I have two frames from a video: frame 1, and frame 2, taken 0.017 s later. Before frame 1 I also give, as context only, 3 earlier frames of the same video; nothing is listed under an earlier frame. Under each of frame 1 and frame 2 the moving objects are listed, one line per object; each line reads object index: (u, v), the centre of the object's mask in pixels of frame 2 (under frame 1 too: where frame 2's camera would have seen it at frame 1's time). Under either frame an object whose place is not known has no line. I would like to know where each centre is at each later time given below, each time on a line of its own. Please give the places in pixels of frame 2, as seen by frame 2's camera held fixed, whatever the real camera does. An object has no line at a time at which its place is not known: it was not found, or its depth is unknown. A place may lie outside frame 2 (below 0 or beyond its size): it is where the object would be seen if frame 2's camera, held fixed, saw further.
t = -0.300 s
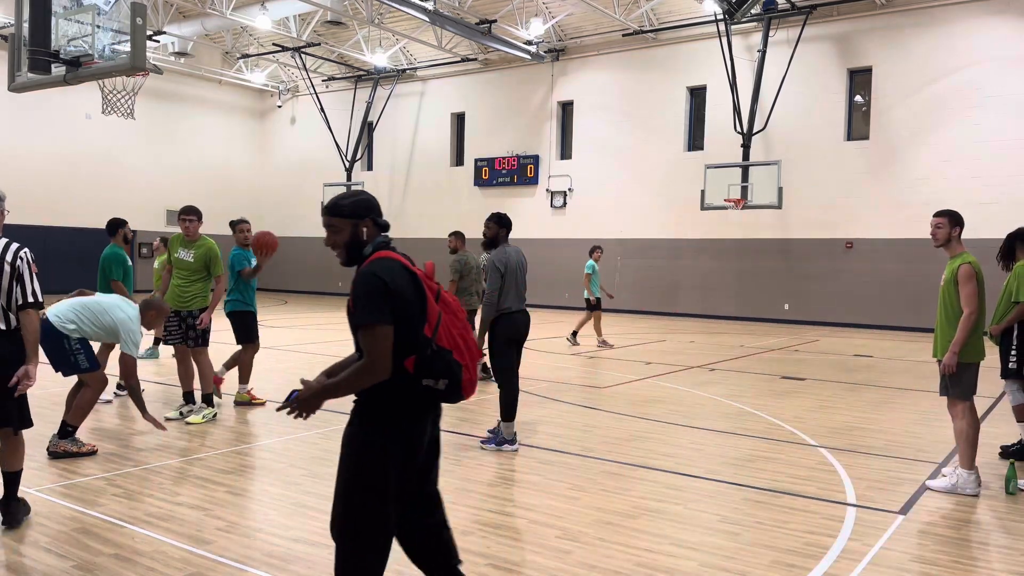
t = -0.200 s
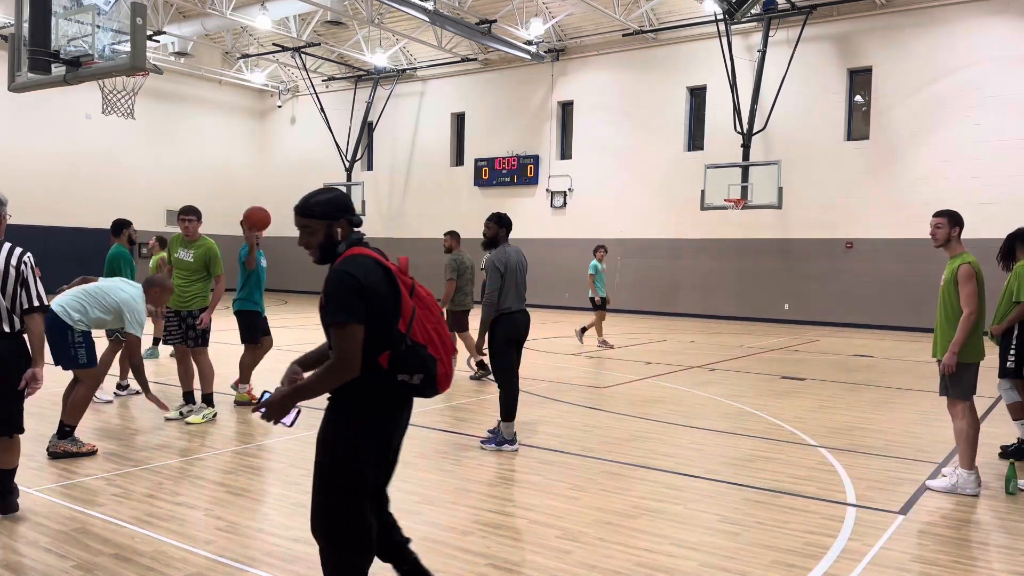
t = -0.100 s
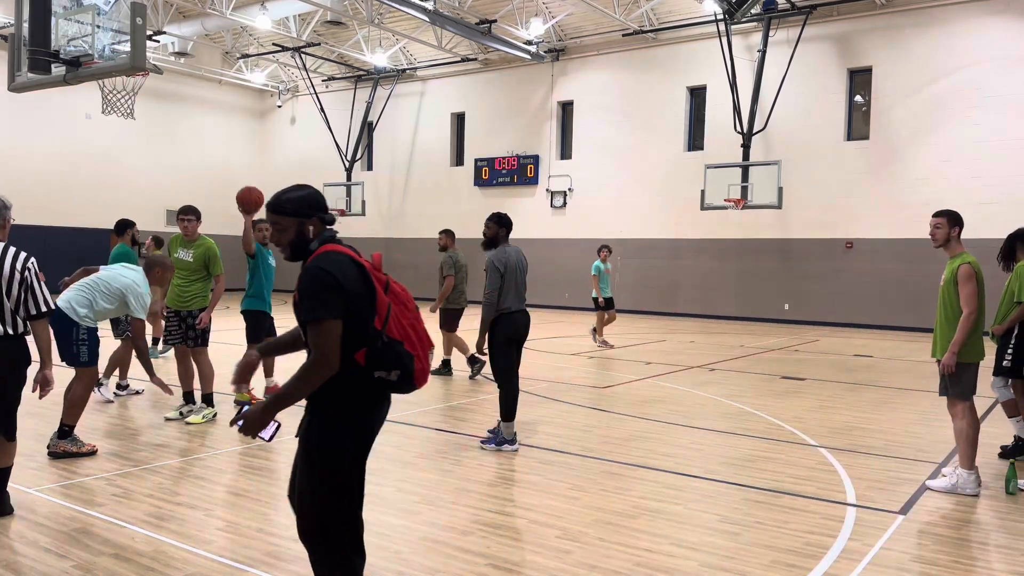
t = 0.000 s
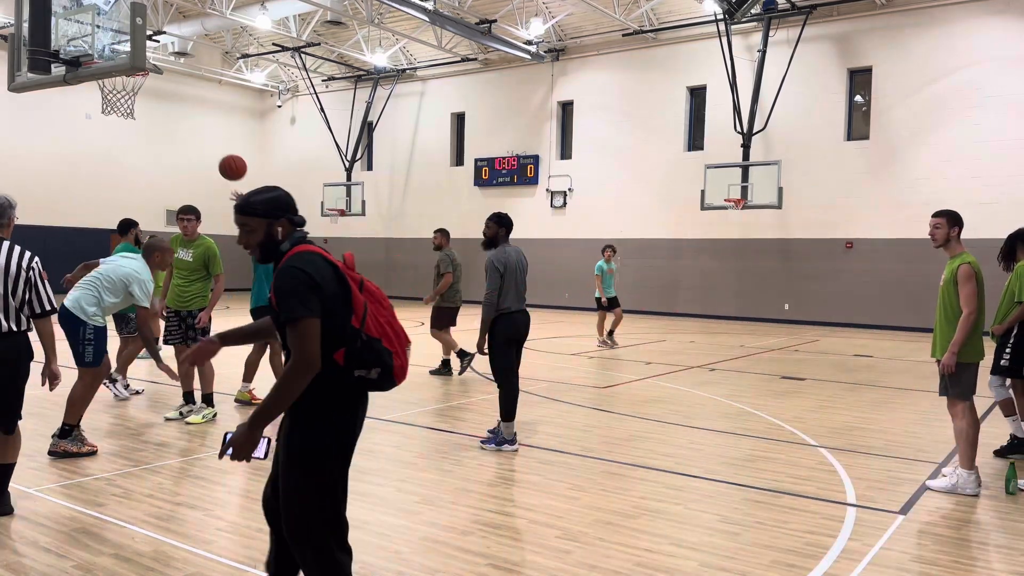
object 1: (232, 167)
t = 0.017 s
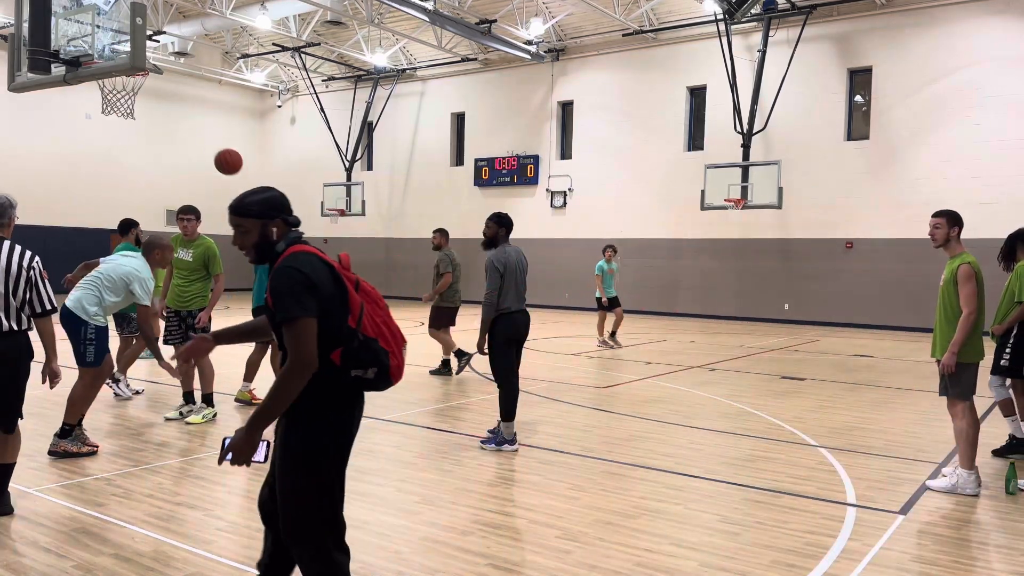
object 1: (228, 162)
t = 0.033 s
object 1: (224, 156)
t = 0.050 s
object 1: (219, 151)
